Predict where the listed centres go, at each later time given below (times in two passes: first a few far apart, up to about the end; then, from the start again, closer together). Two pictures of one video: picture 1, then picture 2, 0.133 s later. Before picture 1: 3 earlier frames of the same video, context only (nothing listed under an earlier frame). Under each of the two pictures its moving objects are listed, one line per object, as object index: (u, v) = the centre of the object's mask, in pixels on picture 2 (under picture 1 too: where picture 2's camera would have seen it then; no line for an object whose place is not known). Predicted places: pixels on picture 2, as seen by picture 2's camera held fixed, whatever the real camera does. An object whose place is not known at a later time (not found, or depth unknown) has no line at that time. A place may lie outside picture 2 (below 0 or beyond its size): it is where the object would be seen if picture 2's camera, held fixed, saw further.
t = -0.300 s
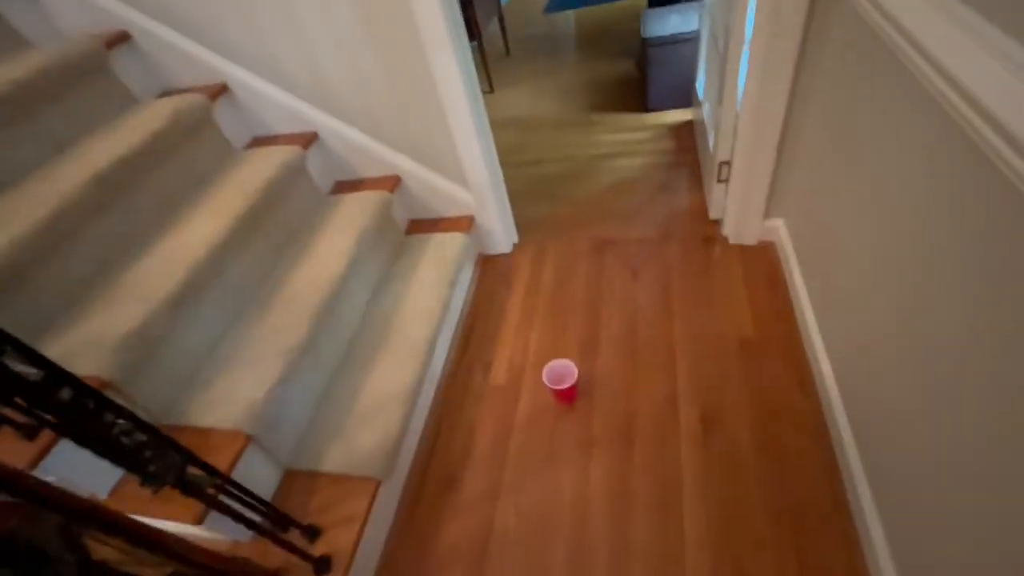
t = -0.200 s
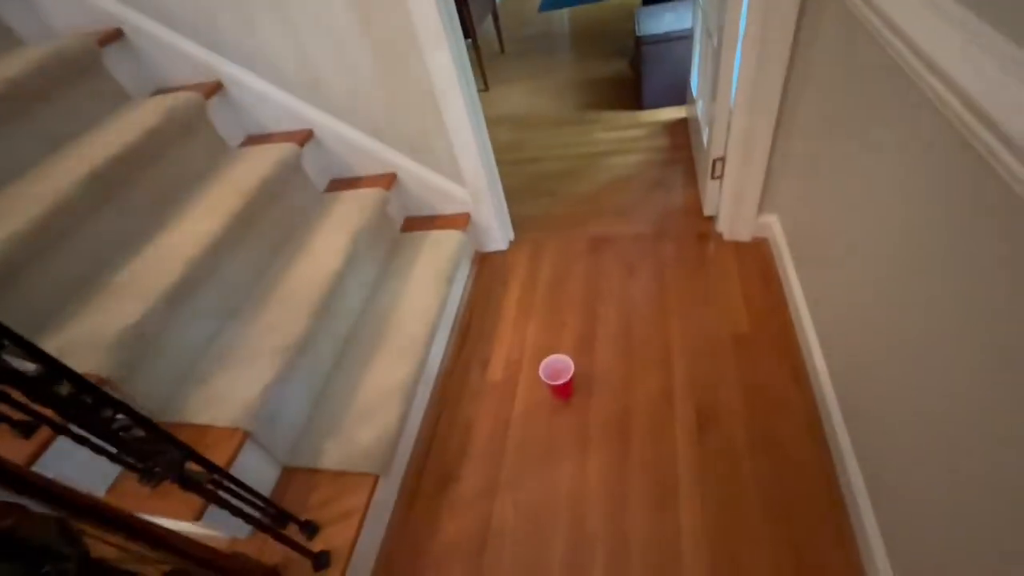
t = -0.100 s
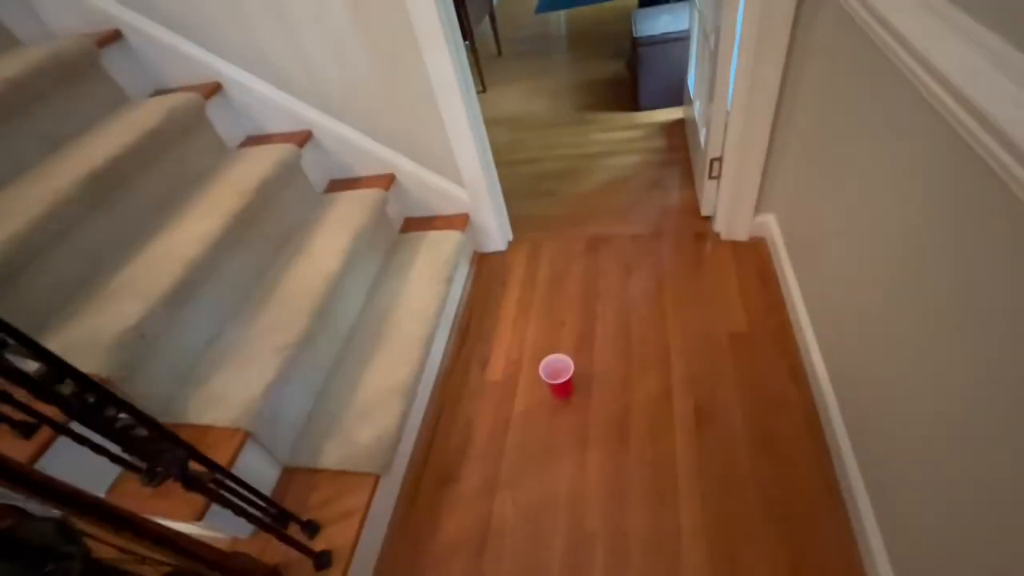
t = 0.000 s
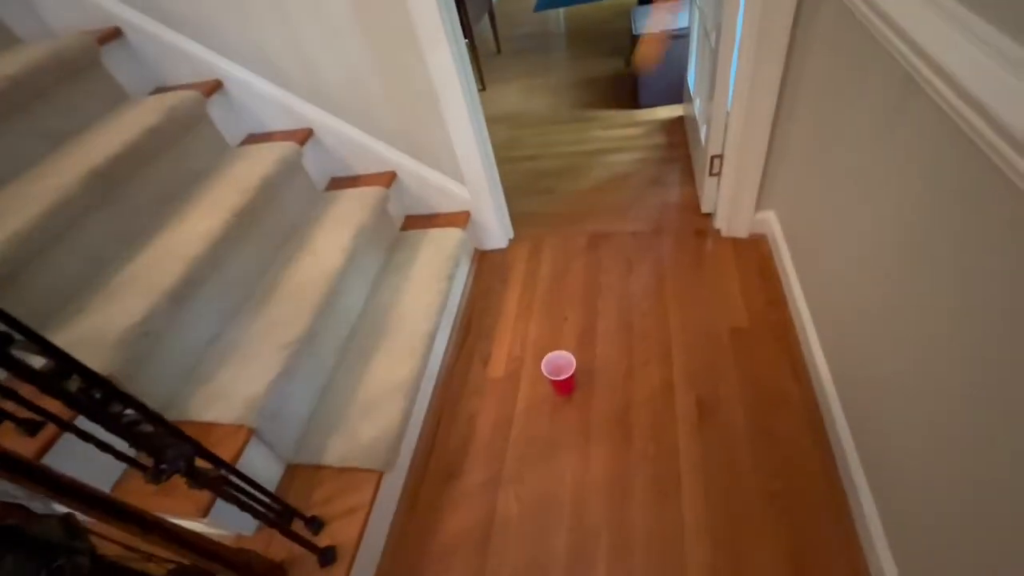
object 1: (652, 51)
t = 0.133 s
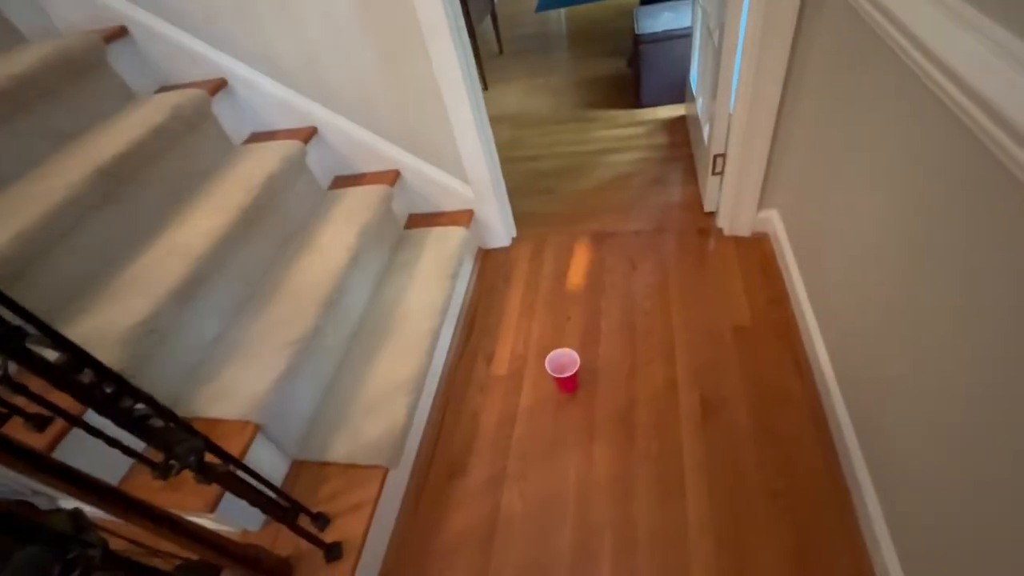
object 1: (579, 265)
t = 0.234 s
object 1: (548, 383)
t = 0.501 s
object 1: (452, 222)
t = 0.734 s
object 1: (380, 155)
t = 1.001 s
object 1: (416, 317)
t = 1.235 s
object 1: (456, 362)
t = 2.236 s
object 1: (694, 397)
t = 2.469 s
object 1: (720, 388)
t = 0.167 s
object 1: (567, 308)
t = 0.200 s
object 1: (560, 335)
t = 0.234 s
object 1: (548, 383)
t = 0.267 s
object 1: (543, 404)
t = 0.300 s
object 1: (532, 386)
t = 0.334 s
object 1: (523, 362)
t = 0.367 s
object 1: (509, 334)
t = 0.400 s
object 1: (495, 304)
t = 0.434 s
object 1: (482, 278)
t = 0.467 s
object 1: (469, 251)
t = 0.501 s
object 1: (452, 222)
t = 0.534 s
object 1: (437, 202)
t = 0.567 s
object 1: (424, 183)
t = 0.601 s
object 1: (411, 167)
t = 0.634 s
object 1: (400, 156)
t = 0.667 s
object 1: (391, 151)
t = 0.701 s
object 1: (384, 151)
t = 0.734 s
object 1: (380, 155)
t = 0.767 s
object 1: (378, 165)
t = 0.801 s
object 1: (379, 180)
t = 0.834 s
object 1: (382, 197)
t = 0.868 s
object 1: (388, 220)
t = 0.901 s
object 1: (392, 242)
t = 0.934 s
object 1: (400, 266)
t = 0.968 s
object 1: (408, 292)
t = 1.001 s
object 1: (416, 317)
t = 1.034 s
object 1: (427, 344)
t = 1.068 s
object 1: (436, 368)
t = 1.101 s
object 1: (446, 391)
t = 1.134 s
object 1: (446, 393)
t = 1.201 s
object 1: (446, 366)
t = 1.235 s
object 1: (456, 362)
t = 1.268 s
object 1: (471, 359)
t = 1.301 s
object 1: (485, 358)
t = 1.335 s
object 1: (501, 361)
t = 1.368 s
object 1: (518, 364)
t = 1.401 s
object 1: (537, 371)
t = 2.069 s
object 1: (677, 382)
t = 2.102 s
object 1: (682, 380)
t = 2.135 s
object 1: (685, 381)
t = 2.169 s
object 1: (688, 384)
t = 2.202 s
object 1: (692, 389)
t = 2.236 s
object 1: (694, 397)
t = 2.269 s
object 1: (696, 406)
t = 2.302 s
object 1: (699, 412)
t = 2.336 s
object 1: (703, 405)
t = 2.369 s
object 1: (708, 398)
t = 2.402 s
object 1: (713, 392)
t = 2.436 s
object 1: (717, 389)
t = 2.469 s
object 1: (720, 388)
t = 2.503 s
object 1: (723, 389)
